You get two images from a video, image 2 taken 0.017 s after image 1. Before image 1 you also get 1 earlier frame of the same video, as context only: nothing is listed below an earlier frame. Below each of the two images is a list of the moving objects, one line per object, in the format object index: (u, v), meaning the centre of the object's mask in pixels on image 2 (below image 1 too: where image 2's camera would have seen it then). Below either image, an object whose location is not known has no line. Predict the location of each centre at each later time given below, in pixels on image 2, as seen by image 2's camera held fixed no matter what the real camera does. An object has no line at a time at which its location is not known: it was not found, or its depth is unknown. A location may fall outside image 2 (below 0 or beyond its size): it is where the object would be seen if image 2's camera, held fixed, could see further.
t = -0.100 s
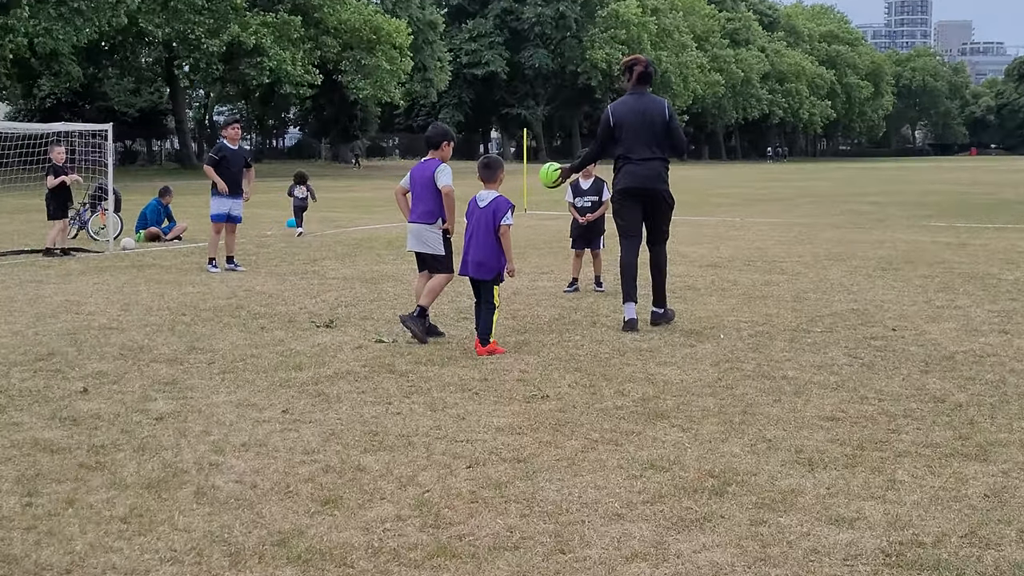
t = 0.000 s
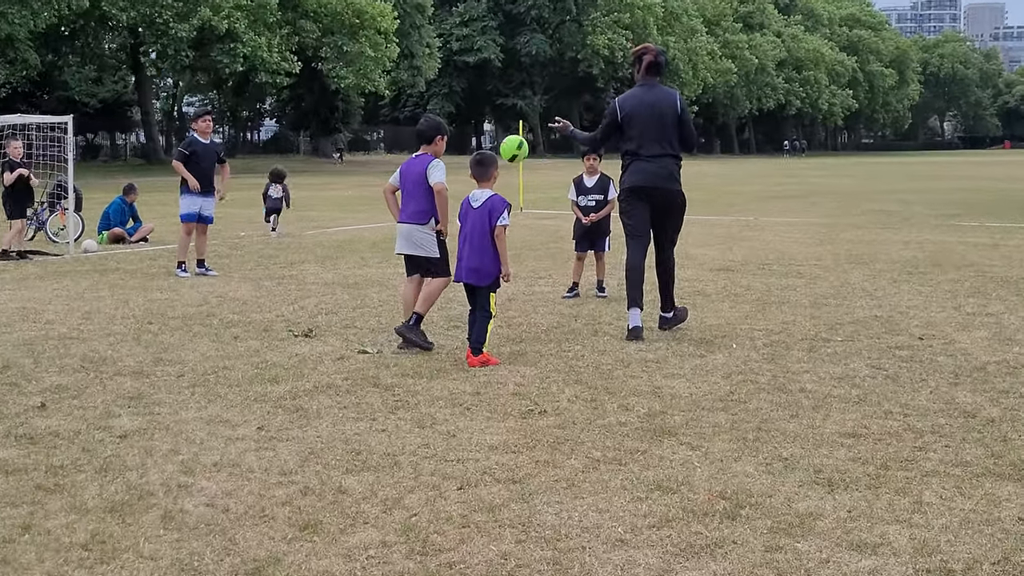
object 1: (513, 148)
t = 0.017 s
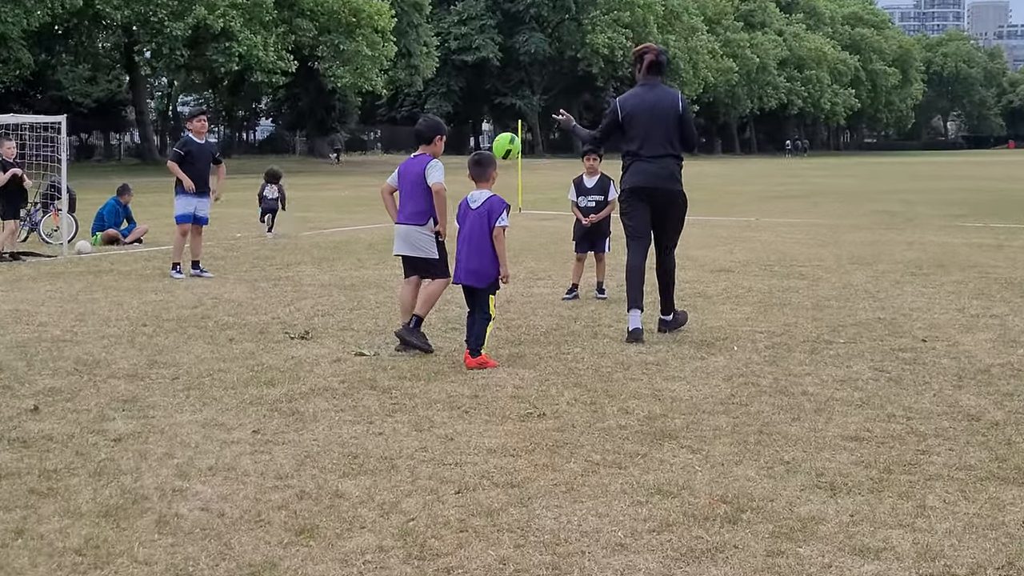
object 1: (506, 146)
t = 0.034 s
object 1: (501, 143)
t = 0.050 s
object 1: (494, 142)
